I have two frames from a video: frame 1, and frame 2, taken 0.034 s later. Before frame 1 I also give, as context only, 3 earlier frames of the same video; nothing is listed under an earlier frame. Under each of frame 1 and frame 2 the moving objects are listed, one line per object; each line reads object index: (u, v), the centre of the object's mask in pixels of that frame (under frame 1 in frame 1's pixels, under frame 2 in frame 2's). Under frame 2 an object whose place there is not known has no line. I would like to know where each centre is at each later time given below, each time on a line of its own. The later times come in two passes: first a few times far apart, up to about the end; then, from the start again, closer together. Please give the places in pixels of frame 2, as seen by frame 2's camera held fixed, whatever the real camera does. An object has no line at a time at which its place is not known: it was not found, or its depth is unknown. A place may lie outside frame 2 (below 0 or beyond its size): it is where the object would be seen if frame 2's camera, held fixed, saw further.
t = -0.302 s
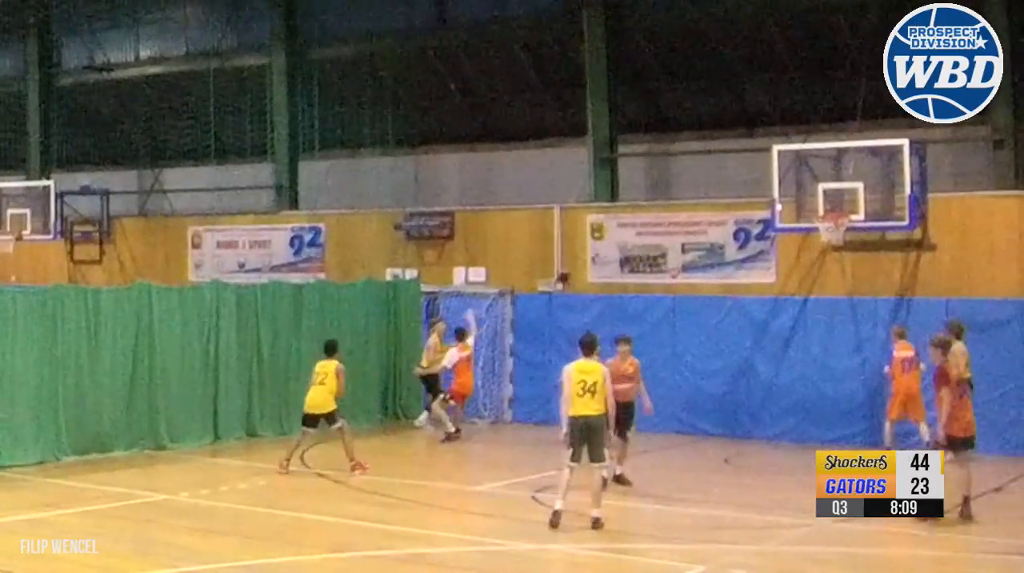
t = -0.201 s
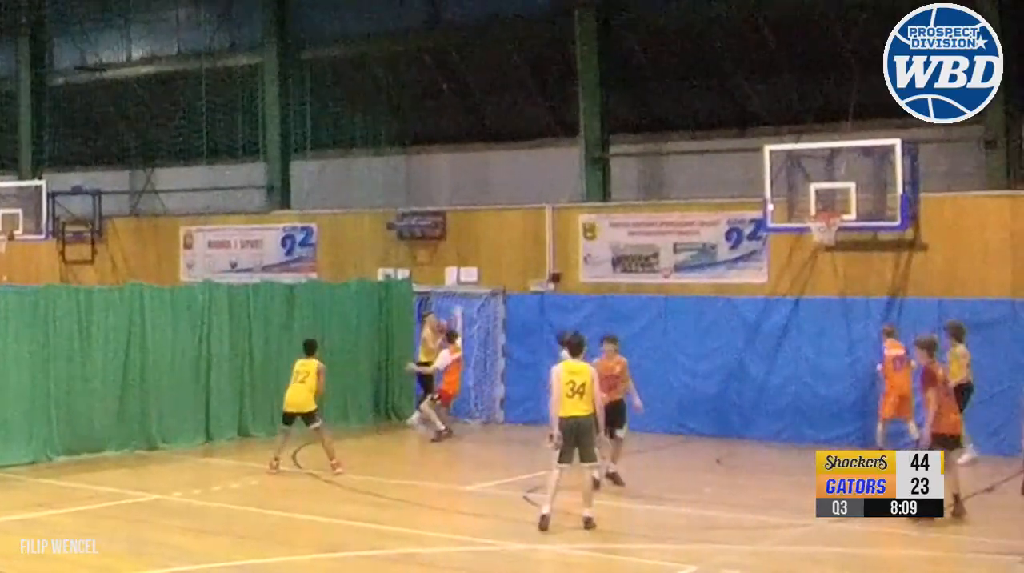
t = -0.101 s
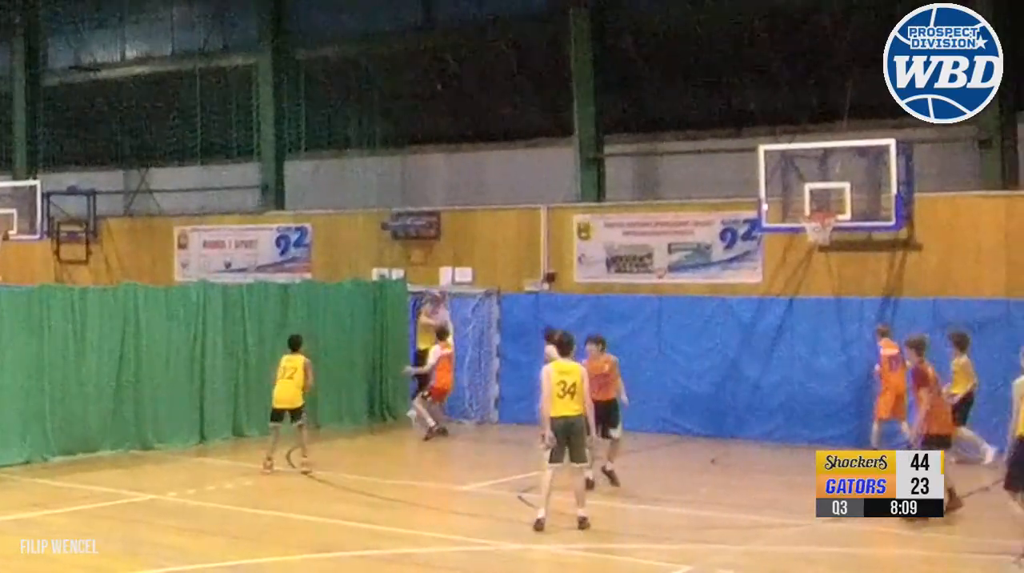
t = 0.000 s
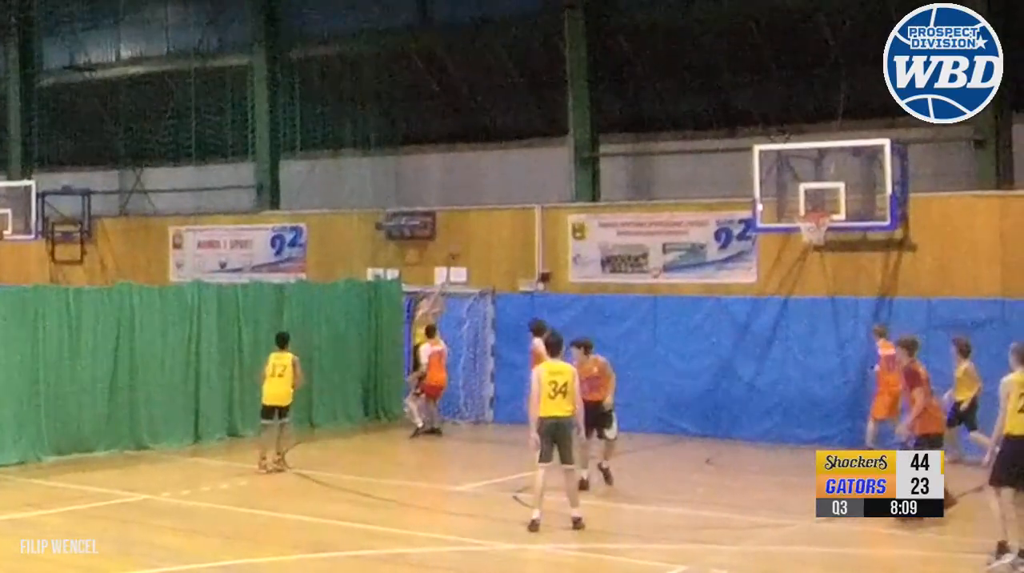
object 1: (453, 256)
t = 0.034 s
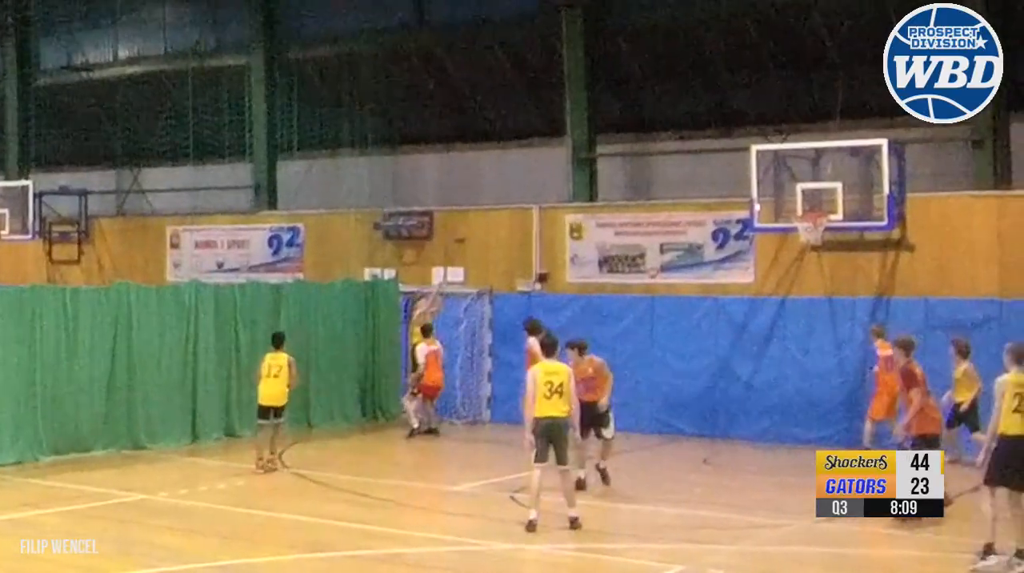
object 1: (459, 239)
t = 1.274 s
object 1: (803, 207)
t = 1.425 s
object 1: (808, 226)
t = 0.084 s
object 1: (473, 213)
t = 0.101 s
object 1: (476, 205)
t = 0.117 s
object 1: (478, 199)
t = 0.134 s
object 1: (484, 193)
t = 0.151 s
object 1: (488, 187)
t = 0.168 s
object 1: (491, 182)
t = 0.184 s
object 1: (495, 176)
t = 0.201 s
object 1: (499, 171)
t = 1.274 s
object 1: (803, 207)
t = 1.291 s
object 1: (807, 210)
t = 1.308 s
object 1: (811, 214)
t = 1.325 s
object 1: (813, 215)
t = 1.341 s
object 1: (814, 218)
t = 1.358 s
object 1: (815, 221)
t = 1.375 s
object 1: (813, 223)
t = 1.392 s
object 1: (811, 223)
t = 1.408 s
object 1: (810, 224)
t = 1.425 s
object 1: (808, 226)
